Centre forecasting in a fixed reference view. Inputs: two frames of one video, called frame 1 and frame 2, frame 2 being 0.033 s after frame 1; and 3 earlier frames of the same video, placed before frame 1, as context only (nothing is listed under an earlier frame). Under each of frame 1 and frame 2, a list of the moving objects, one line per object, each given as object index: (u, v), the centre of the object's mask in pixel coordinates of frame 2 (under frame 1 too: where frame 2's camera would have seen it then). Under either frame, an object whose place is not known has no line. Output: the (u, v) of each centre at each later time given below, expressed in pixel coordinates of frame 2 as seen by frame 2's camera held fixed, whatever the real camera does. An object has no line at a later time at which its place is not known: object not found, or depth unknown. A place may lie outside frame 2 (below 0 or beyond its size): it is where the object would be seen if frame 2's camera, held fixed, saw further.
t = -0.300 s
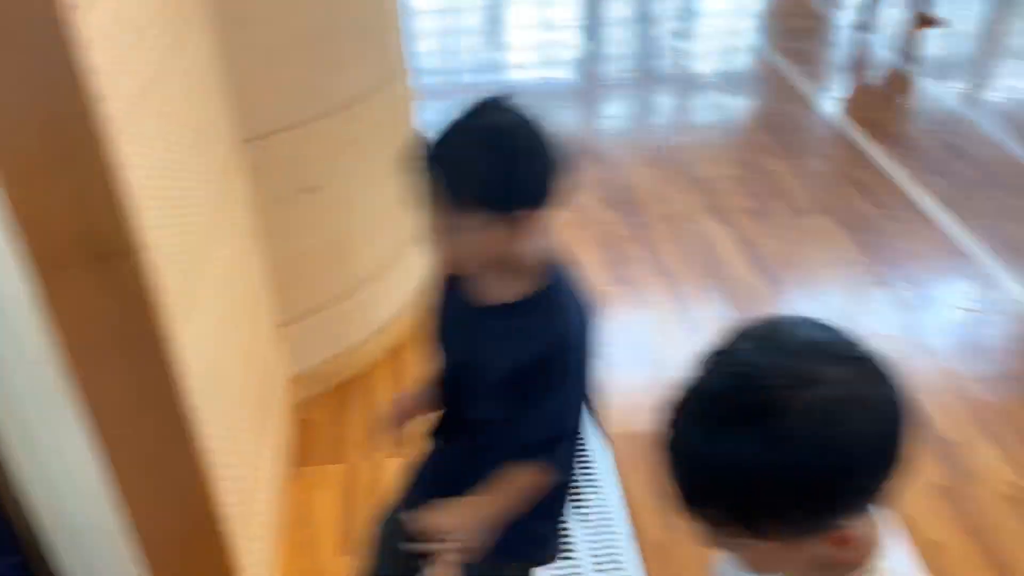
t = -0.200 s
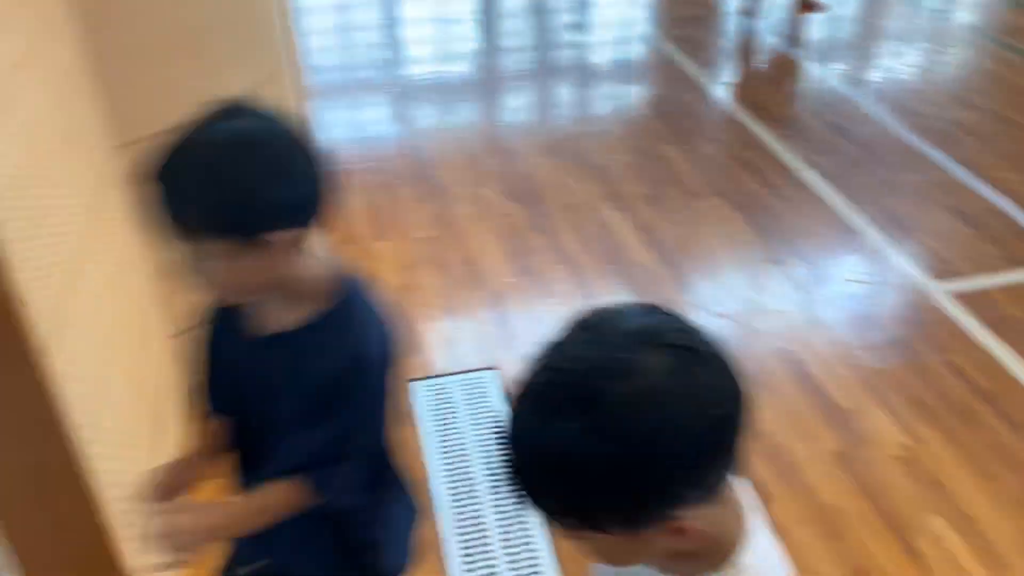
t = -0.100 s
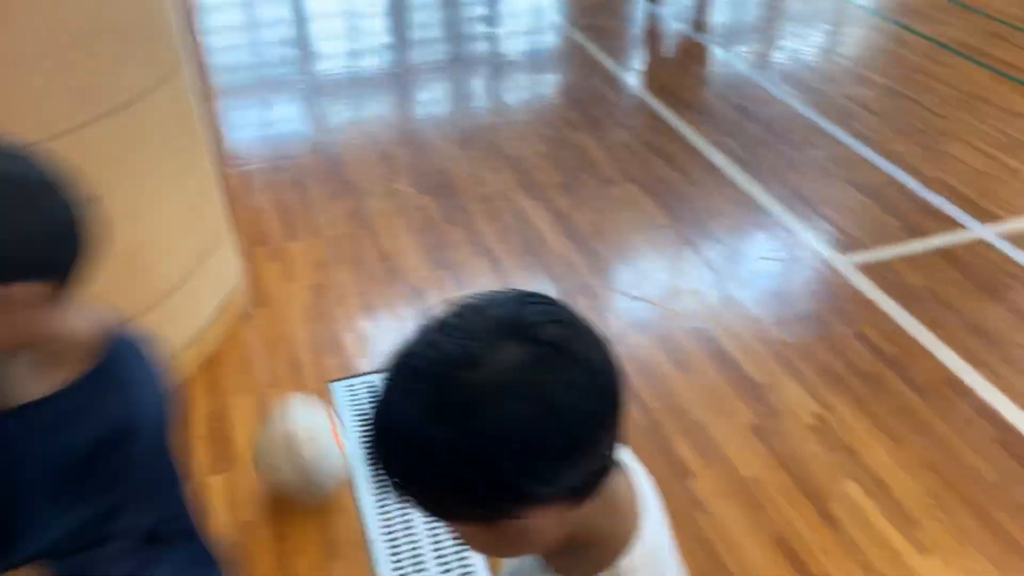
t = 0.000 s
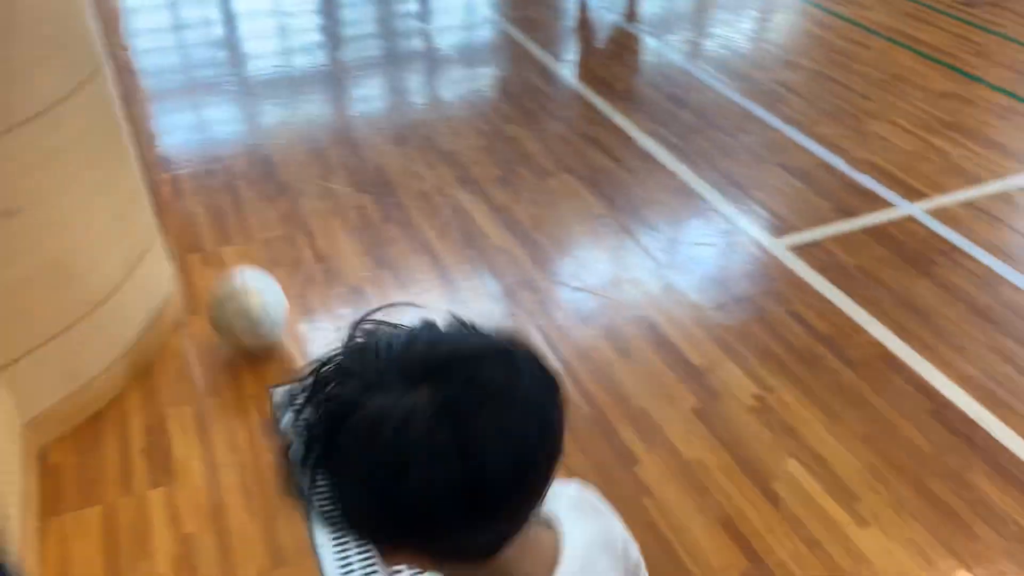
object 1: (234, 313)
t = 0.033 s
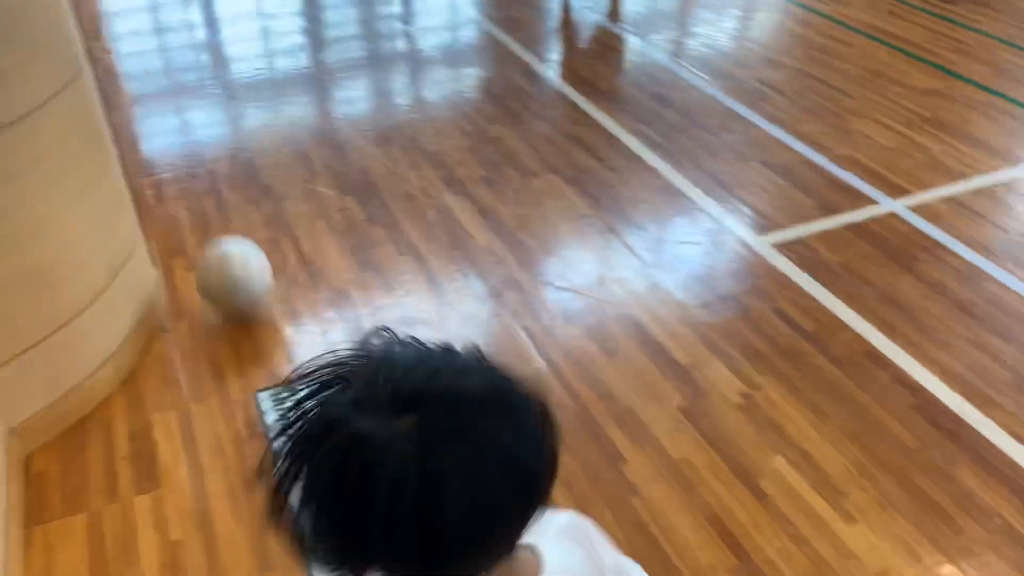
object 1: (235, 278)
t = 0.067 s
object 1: (237, 246)
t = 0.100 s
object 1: (238, 218)
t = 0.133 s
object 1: (241, 196)
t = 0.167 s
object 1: (243, 174)
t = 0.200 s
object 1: (243, 156)
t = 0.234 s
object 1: (244, 137)
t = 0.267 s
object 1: (246, 120)
